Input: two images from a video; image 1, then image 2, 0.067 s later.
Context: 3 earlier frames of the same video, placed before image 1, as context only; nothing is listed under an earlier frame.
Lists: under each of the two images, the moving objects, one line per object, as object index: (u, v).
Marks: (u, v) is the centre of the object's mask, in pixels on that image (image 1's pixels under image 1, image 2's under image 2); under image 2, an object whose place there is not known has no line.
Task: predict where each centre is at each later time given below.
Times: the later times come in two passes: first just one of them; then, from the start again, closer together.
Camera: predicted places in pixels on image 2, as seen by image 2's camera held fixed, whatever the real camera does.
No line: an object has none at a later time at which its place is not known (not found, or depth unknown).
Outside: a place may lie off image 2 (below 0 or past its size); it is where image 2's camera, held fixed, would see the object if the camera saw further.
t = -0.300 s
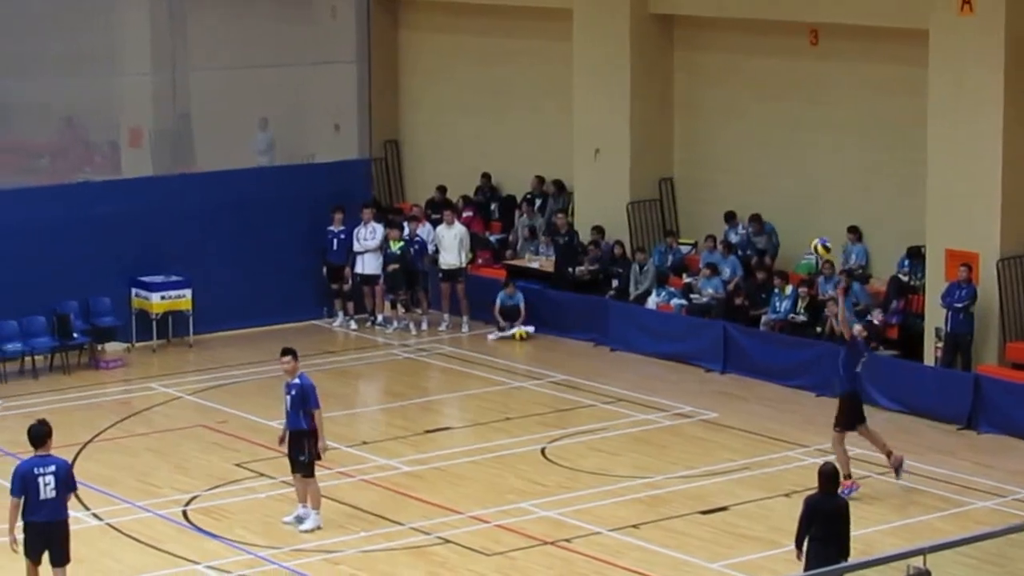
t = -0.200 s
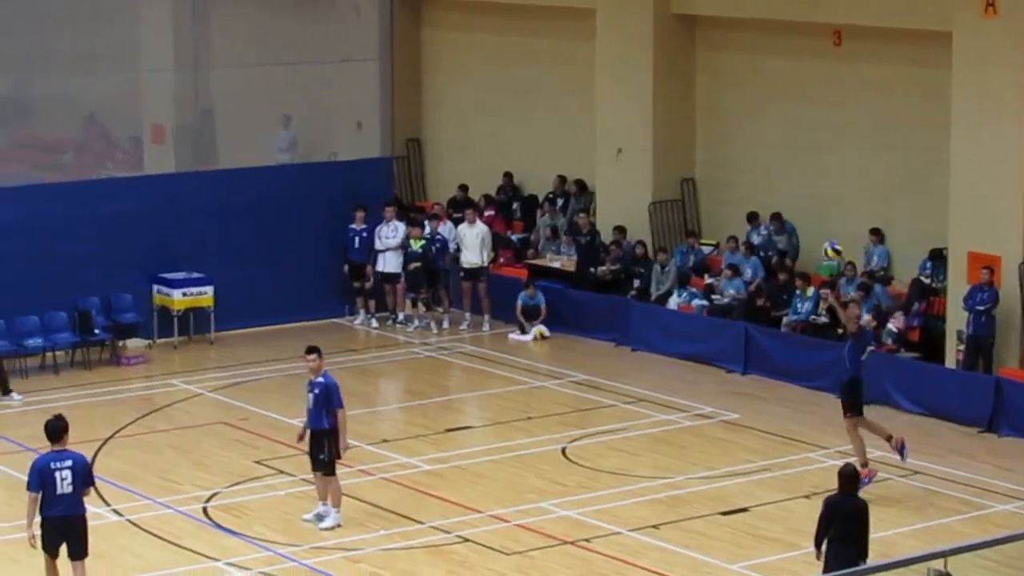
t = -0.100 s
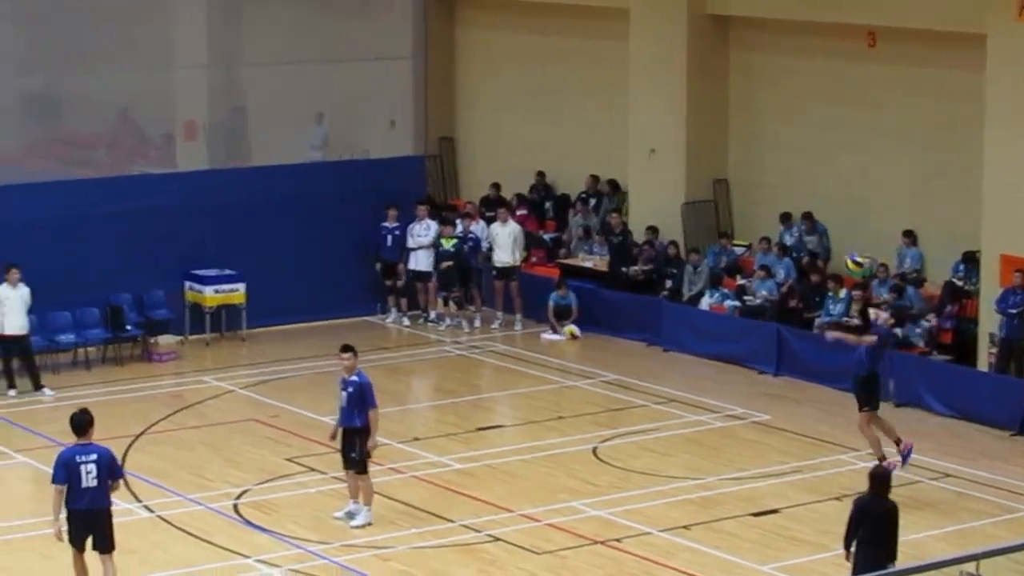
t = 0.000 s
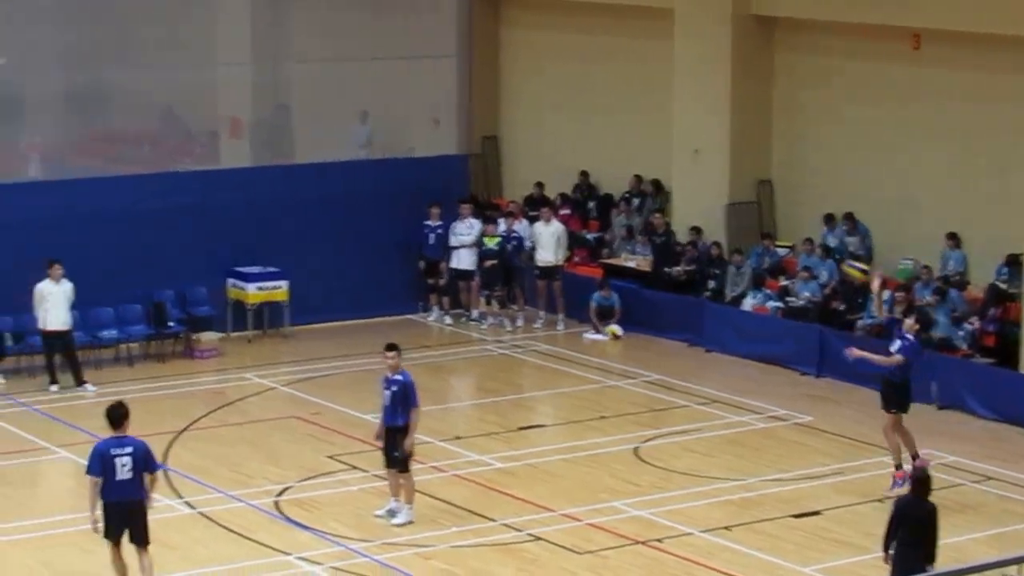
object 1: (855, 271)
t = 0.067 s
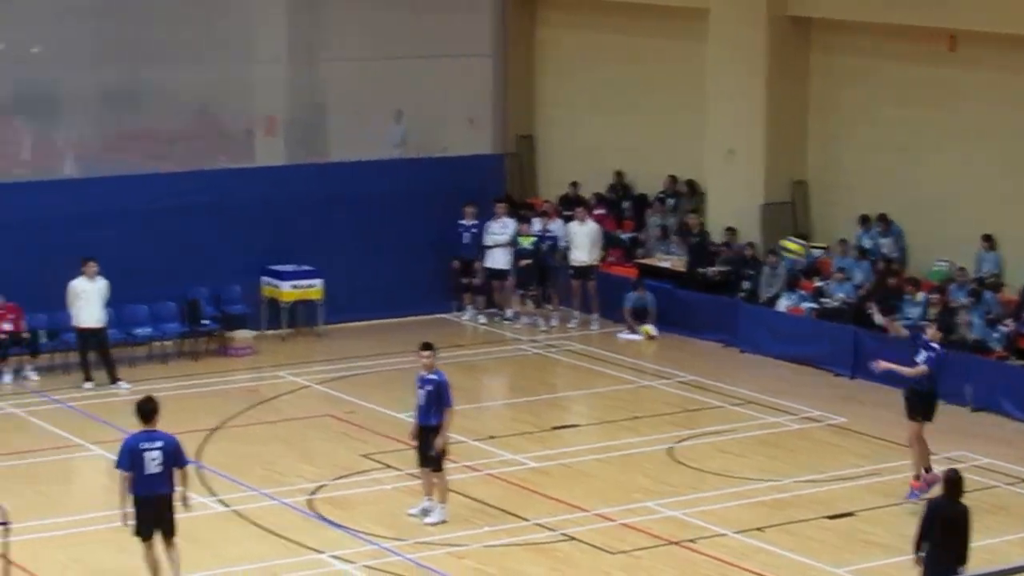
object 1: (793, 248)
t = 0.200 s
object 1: (593, 210)
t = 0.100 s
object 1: (742, 238)
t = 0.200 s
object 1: (593, 210)
